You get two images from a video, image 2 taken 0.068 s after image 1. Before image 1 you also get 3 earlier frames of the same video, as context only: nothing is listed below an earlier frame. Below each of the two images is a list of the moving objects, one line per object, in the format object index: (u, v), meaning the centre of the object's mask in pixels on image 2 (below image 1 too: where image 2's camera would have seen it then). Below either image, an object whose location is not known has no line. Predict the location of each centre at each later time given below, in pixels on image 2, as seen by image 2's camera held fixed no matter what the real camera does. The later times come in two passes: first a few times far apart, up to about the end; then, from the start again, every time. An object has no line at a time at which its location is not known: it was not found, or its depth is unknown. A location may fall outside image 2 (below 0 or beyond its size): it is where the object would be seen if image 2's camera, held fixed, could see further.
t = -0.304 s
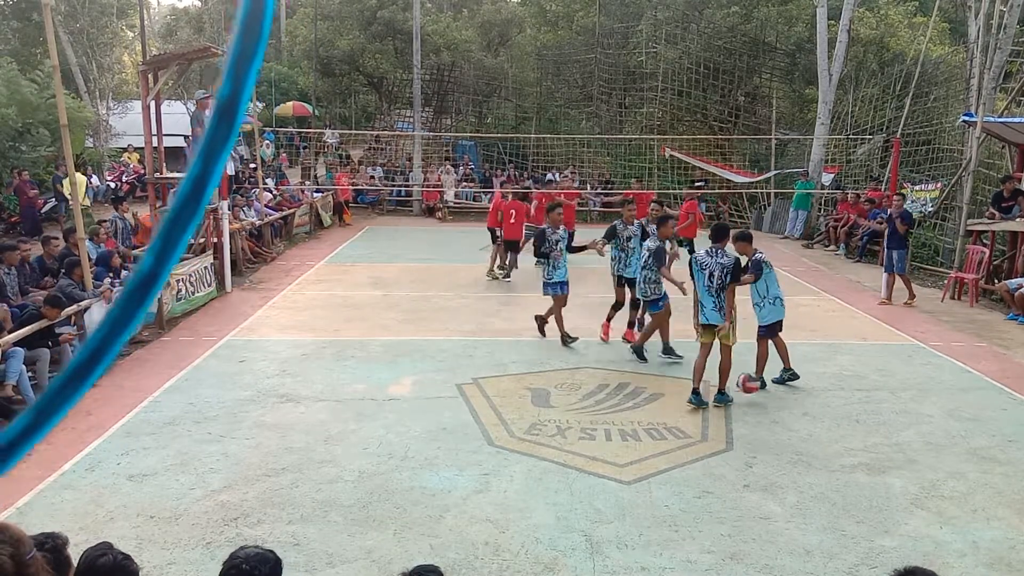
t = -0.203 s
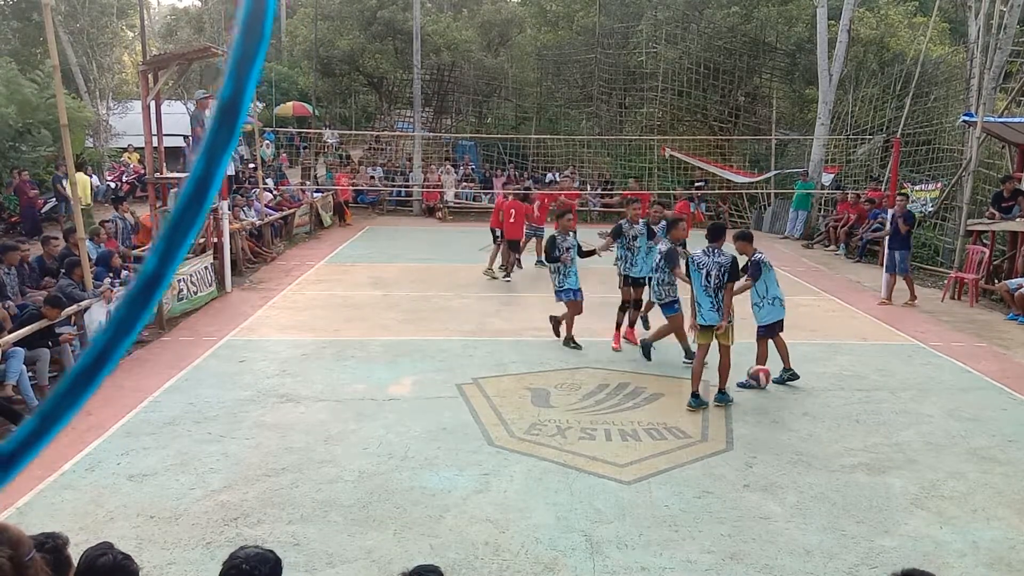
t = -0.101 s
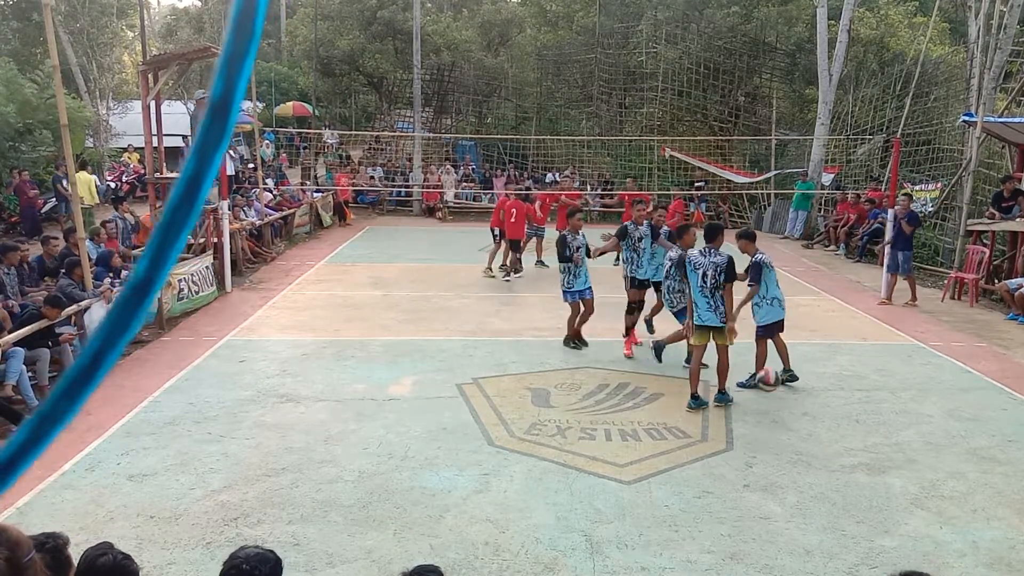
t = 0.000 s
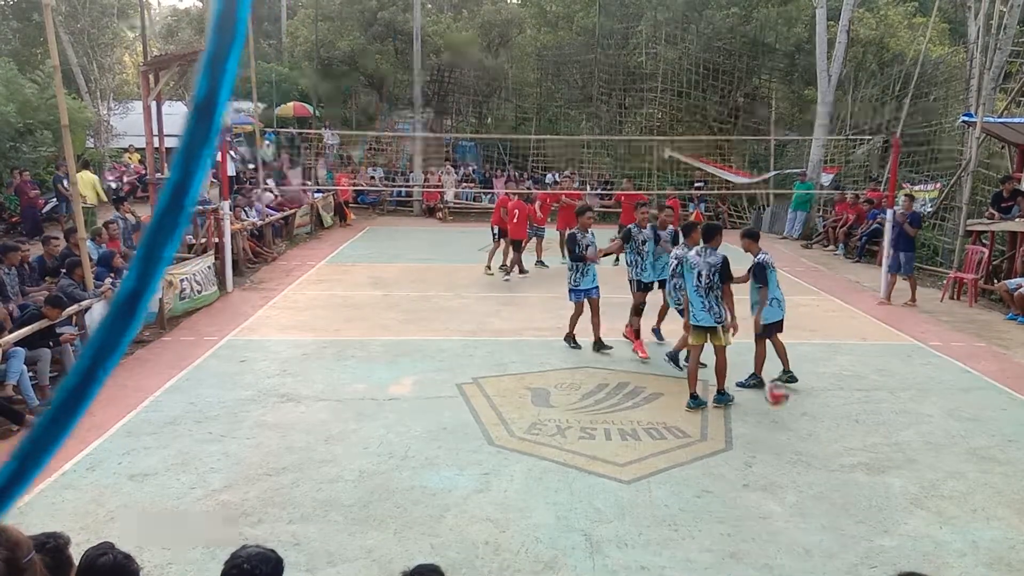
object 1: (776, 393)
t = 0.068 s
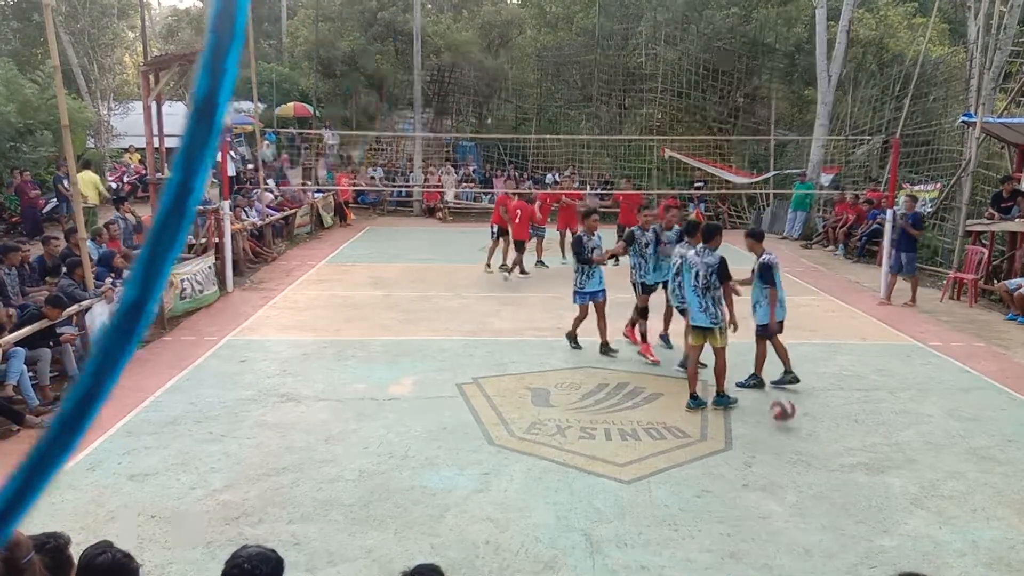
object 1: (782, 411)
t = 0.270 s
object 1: (806, 414)
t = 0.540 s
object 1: (840, 445)
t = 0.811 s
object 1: (878, 478)
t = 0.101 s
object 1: (786, 418)
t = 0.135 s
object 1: (790, 414)
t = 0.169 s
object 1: (794, 412)
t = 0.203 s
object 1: (798, 412)
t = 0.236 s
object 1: (802, 413)
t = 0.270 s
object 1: (806, 414)
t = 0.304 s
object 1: (810, 418)
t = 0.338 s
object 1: (814, 422)
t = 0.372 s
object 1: (818, 429)
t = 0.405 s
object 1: (822, 436)
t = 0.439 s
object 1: (826, 447)
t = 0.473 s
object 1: (830, 447)
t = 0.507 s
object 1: (835, 445)
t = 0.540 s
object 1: (840, 445)
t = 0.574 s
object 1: (845, 446)
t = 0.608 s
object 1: (849, 448)
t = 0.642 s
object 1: (854, 452)
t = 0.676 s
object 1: (859, 457)
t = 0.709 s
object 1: (863, 464)
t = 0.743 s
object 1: (868, 473)
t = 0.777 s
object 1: (873, 478)
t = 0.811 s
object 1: (878, 478)
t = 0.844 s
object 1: (884, 479)
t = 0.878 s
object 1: (890, 482)
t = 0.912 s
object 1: (895, 486)
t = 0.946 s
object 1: (900, 492)
